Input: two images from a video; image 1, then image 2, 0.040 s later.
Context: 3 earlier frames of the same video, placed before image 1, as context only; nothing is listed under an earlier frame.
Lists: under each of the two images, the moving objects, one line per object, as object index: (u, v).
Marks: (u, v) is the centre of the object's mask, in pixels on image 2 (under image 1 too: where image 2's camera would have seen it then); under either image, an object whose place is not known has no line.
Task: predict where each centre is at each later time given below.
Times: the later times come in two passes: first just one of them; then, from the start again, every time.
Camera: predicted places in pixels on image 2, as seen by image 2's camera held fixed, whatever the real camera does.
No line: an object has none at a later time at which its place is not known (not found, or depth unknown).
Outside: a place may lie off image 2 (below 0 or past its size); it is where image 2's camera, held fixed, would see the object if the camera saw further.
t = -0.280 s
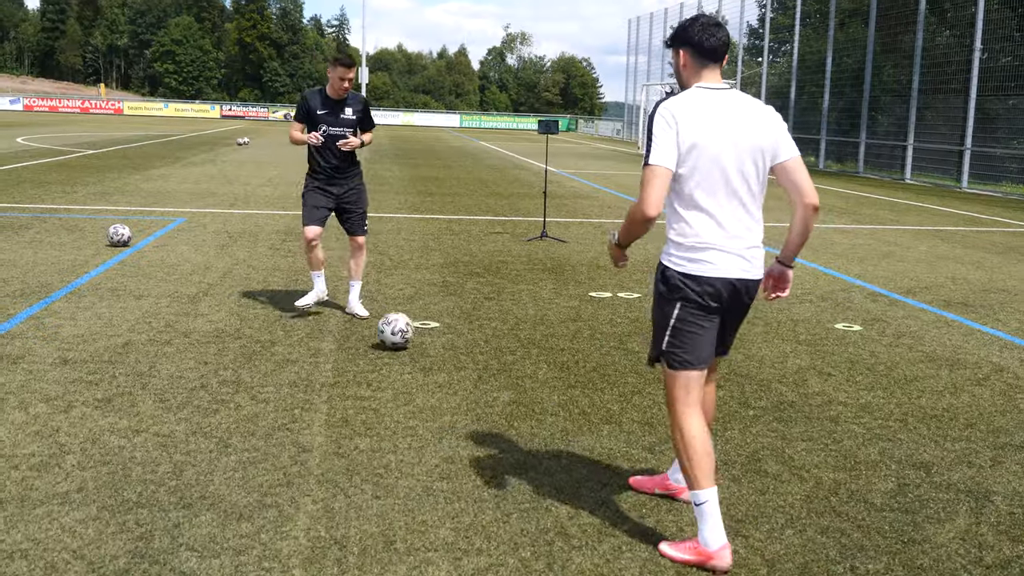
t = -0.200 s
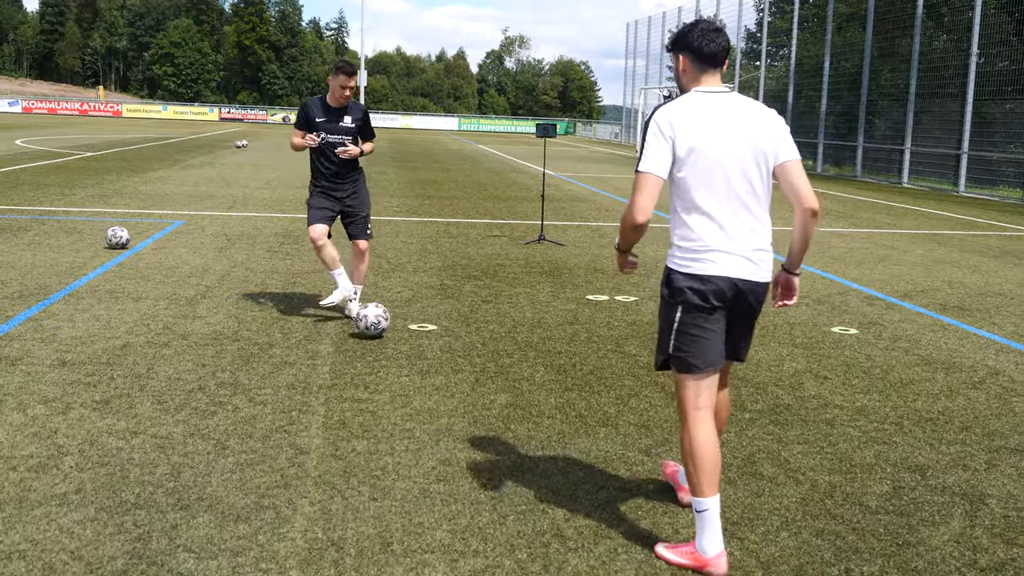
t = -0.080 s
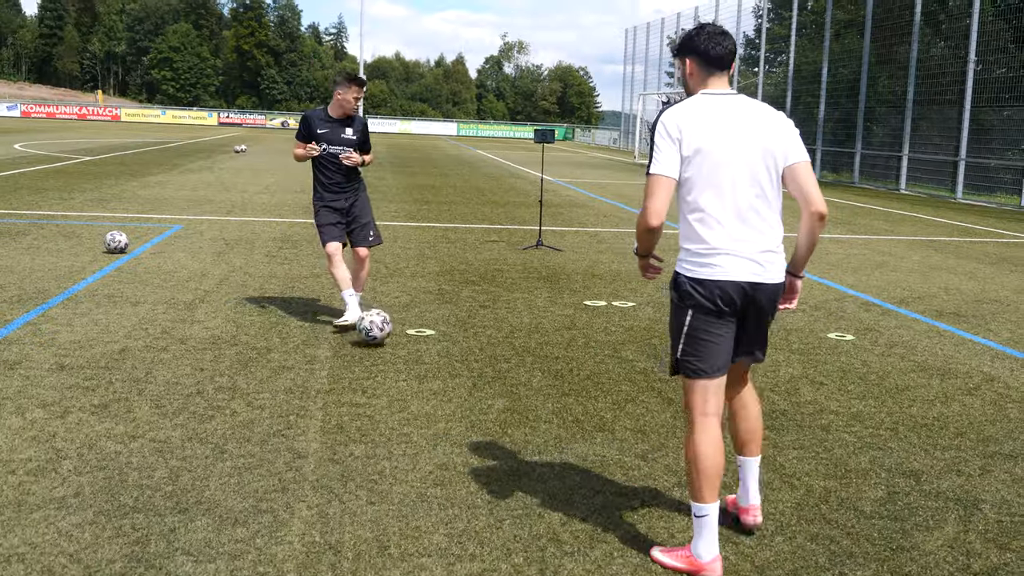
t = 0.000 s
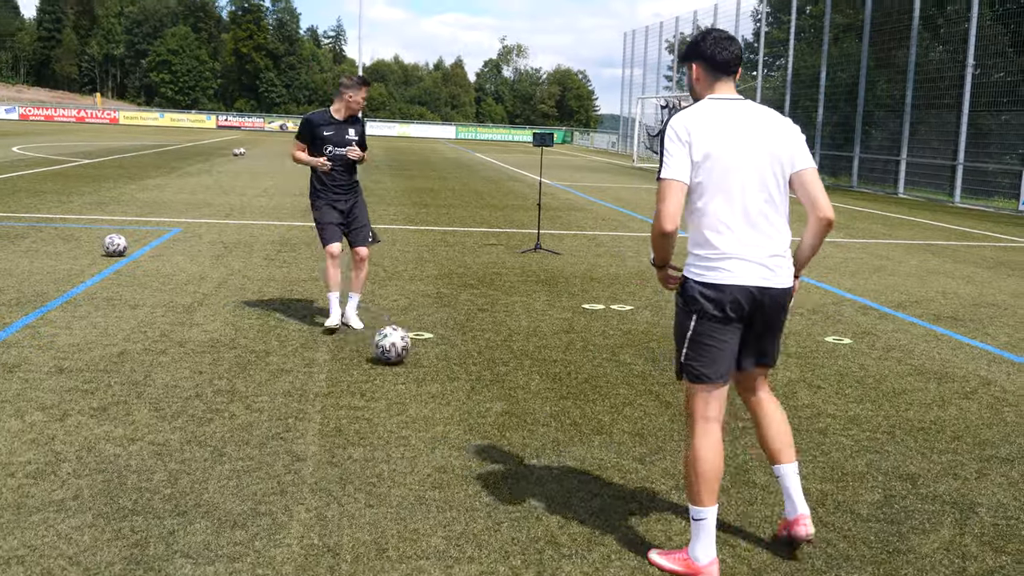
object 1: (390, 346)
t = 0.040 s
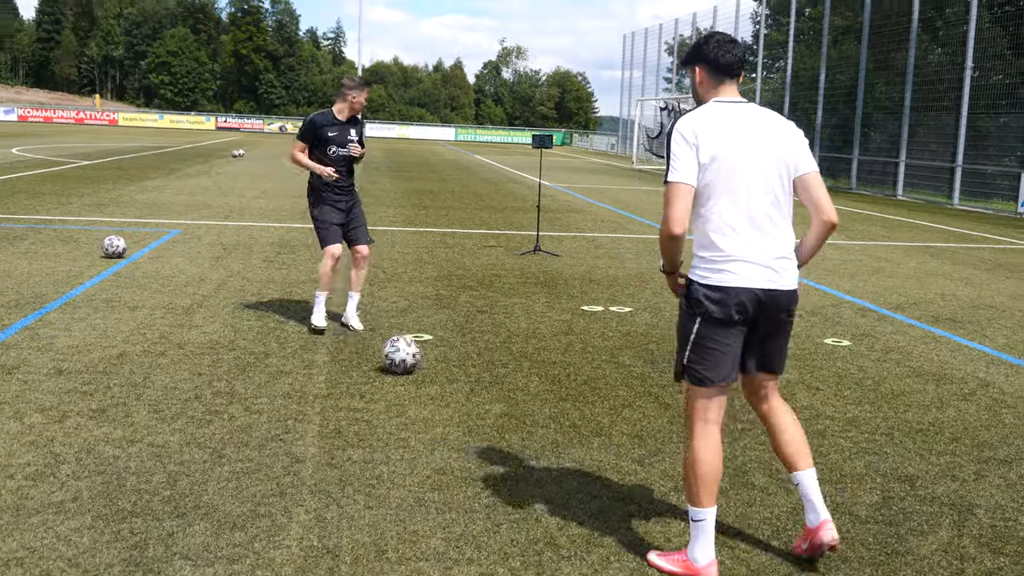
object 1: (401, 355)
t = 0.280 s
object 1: (458, 390)
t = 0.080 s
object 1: (409, 358)
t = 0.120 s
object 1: (419, 362)
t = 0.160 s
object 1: (429, 371)
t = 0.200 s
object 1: (439, 380)
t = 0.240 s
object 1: (448, 384)
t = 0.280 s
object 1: (458, 390)
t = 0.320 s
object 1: (468, 398)
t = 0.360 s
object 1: (478, 403)
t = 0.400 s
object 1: (489, 410)
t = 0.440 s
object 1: (500, 418)
